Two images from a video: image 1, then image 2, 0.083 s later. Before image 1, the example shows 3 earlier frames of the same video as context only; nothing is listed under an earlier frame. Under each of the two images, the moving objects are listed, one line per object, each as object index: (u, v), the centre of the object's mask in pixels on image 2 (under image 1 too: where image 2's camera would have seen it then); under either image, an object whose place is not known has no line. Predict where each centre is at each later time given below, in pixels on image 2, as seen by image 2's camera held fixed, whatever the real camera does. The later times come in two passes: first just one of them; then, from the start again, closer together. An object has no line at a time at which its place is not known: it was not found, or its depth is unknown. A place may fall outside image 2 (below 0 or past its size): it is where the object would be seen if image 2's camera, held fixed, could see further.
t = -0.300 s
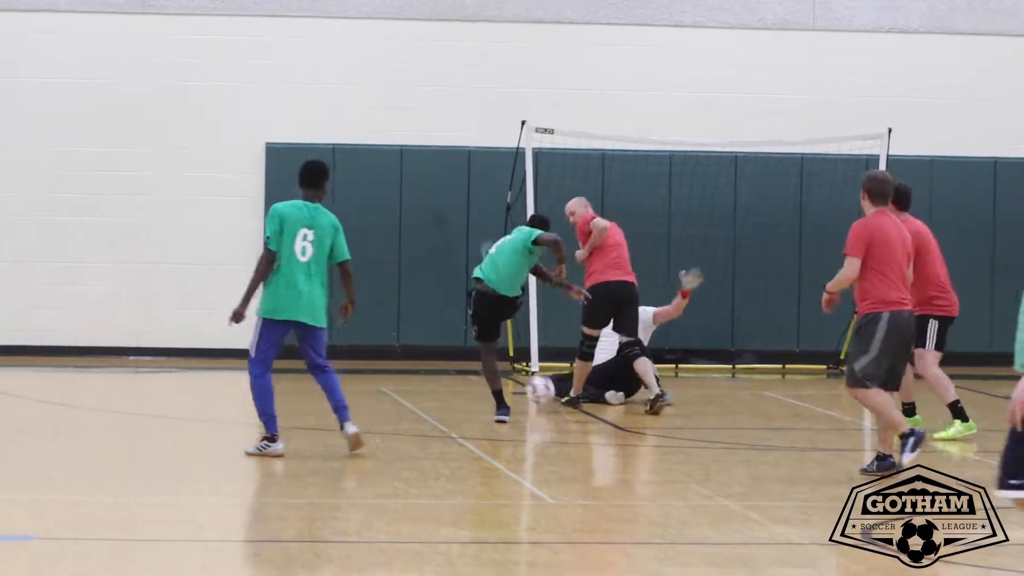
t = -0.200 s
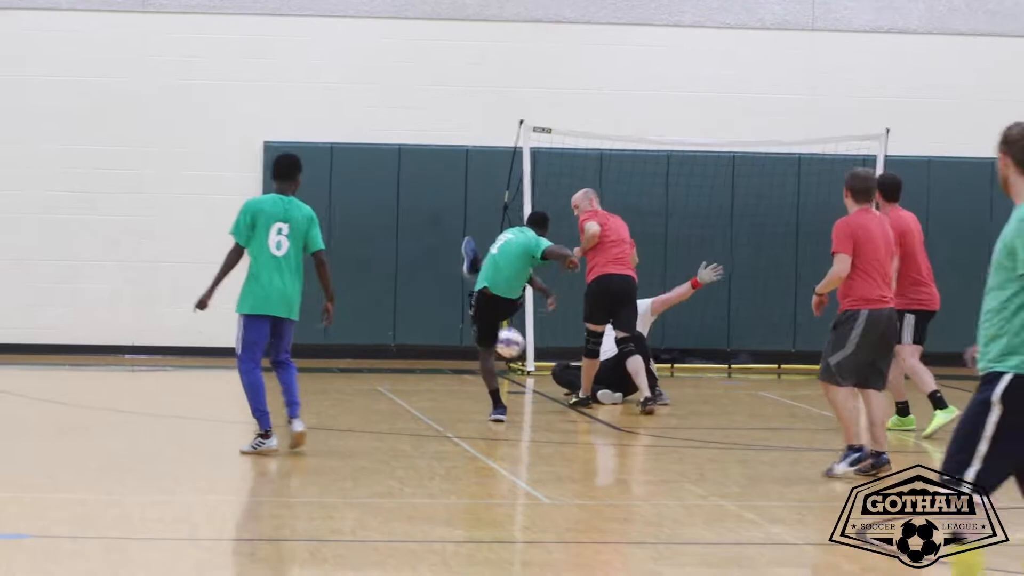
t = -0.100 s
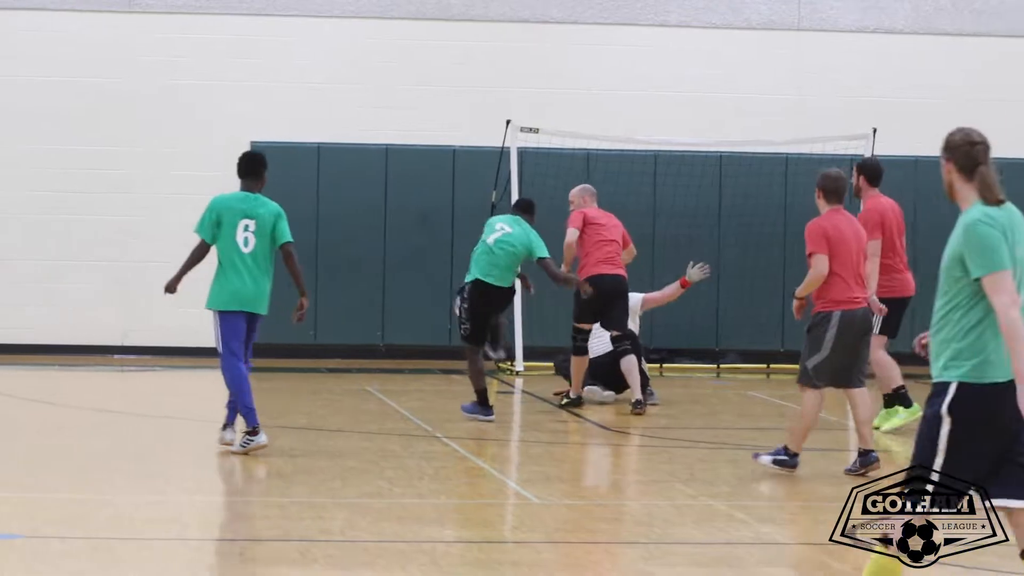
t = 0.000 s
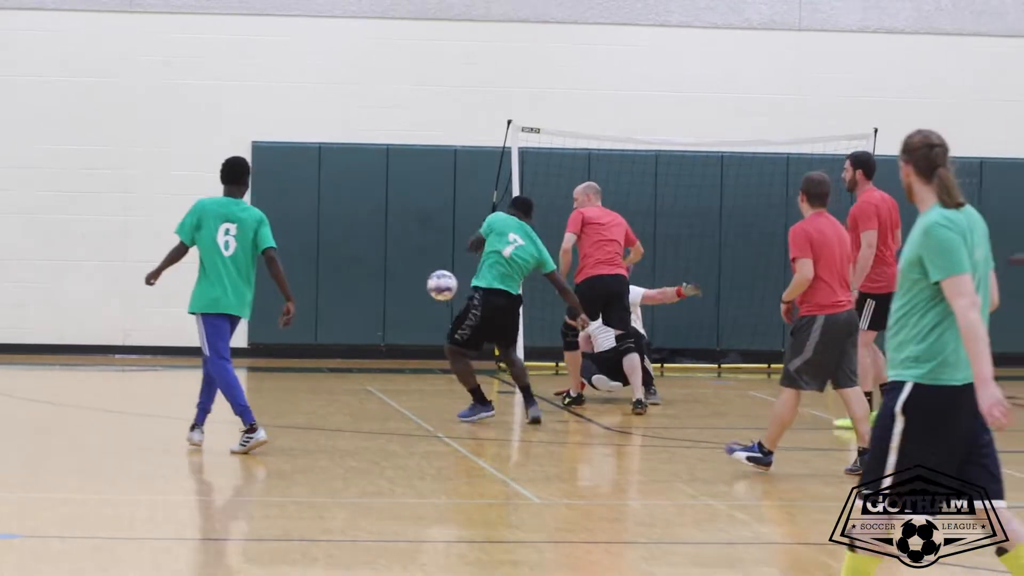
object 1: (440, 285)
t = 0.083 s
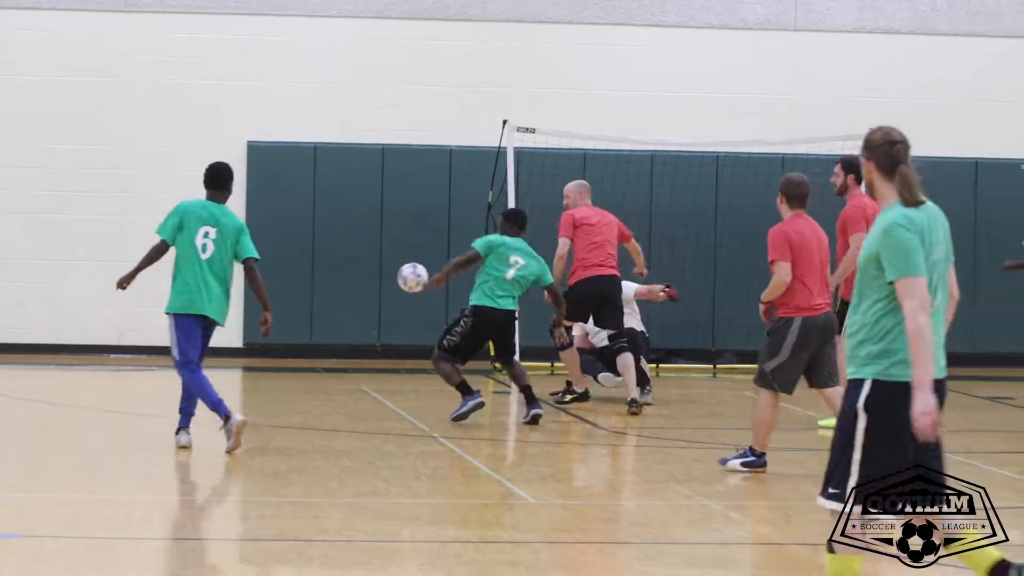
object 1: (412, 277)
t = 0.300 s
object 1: (349, 306)
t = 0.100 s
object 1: (408, 277)
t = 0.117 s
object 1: (403, 278)
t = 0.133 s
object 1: (398, 278)
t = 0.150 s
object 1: (394, 279)
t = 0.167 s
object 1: (389, 281)
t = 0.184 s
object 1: (384, 282)
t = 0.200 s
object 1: (379, 284)
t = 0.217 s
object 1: (374, 287)
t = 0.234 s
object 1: (369, 290)
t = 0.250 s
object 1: (364, 293)
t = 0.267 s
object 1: (359, 297)
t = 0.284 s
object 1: (354, 301)
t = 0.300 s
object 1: (349, 306)
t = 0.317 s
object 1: (343, 311)
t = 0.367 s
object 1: (328, 330)
